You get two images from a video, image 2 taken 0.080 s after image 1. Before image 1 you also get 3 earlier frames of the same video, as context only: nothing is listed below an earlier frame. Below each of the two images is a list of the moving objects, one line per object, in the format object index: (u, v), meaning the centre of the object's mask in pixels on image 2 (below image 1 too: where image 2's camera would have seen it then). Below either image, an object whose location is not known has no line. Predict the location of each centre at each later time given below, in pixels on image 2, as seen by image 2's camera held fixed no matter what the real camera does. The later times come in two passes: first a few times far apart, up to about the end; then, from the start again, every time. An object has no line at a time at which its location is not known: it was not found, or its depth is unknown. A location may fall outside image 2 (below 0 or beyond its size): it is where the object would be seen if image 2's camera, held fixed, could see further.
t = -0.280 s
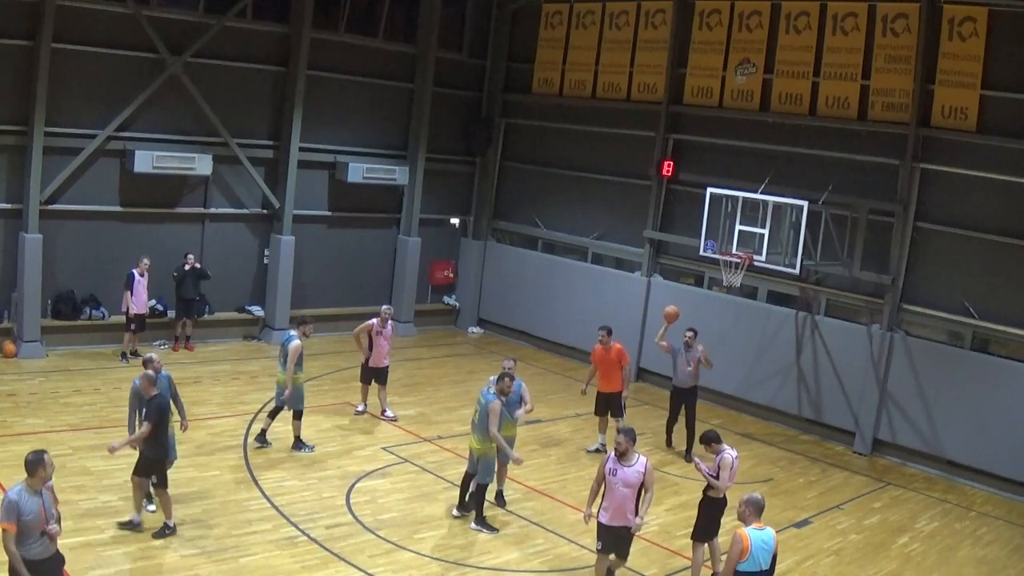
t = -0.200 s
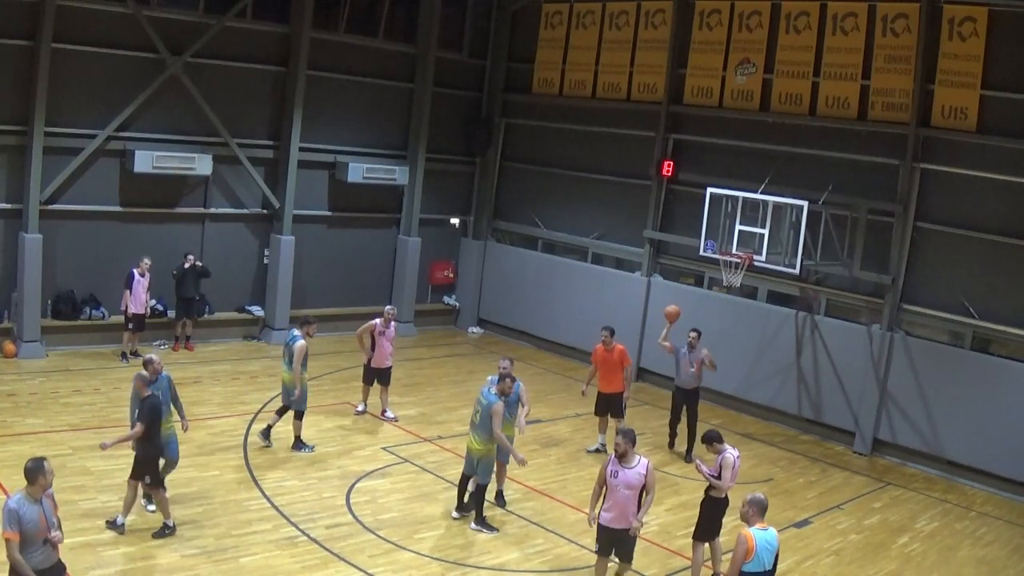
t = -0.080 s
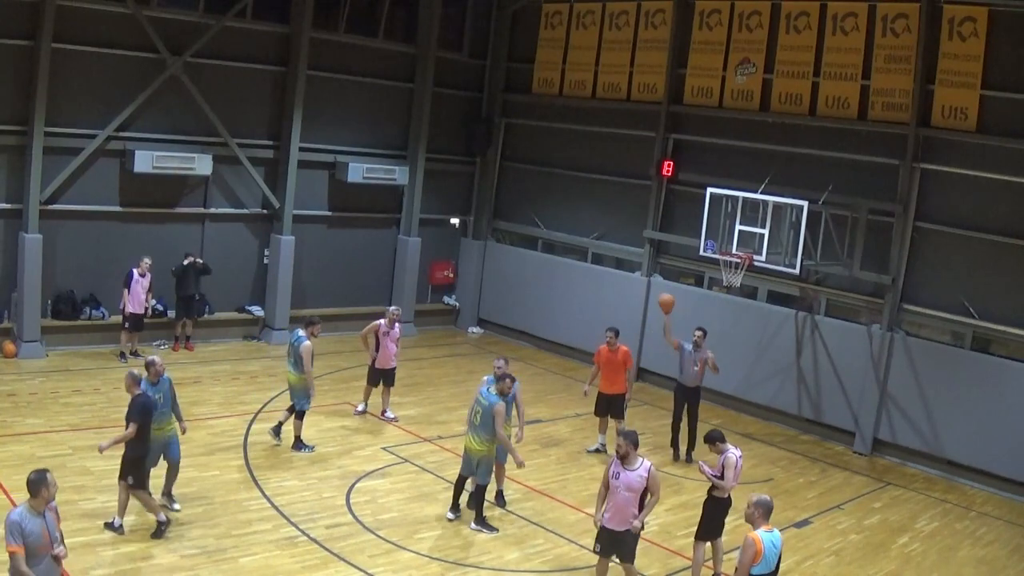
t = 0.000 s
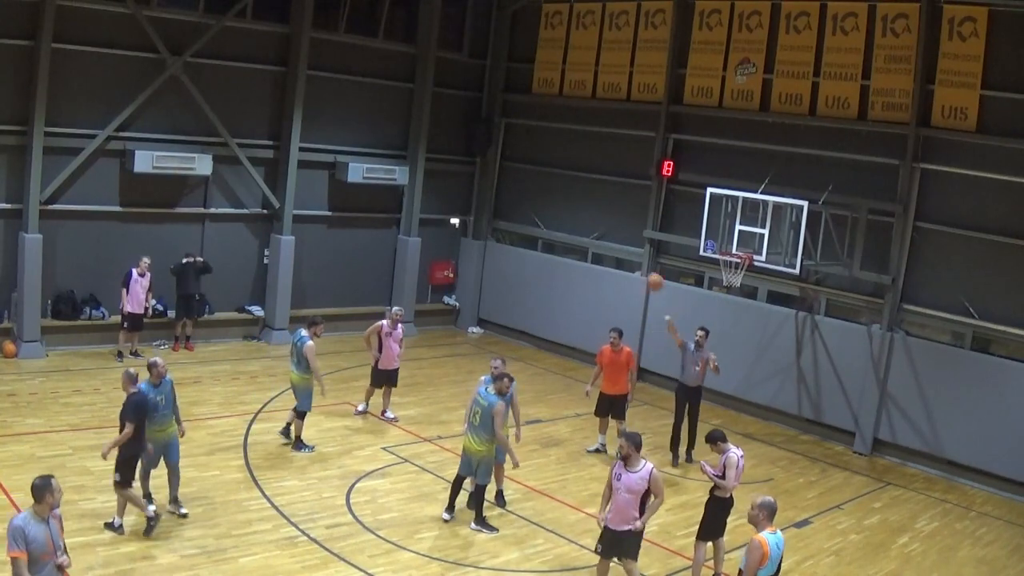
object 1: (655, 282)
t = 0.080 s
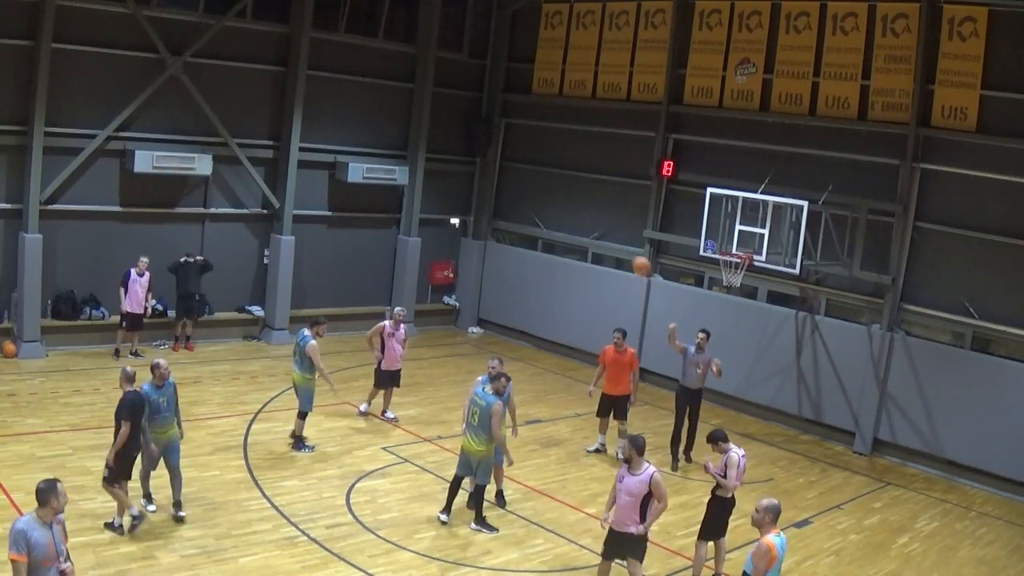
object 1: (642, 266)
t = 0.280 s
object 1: (599, 238)
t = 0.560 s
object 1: (518, 251)
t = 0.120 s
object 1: (633, 258)
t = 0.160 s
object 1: (626, 252)
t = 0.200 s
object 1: (617, 247)
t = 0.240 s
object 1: (609, 241)
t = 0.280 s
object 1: (599, 238)
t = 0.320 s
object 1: (590, 237)
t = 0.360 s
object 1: (580, 236)
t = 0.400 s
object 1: (569, 236)
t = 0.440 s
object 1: (557, 238)
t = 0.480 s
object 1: (545, 241)
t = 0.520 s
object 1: (533, 245)
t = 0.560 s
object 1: (518, 251)
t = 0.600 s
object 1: (504, 259)
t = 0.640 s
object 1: (490, 270)
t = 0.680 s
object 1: (472, 283)
